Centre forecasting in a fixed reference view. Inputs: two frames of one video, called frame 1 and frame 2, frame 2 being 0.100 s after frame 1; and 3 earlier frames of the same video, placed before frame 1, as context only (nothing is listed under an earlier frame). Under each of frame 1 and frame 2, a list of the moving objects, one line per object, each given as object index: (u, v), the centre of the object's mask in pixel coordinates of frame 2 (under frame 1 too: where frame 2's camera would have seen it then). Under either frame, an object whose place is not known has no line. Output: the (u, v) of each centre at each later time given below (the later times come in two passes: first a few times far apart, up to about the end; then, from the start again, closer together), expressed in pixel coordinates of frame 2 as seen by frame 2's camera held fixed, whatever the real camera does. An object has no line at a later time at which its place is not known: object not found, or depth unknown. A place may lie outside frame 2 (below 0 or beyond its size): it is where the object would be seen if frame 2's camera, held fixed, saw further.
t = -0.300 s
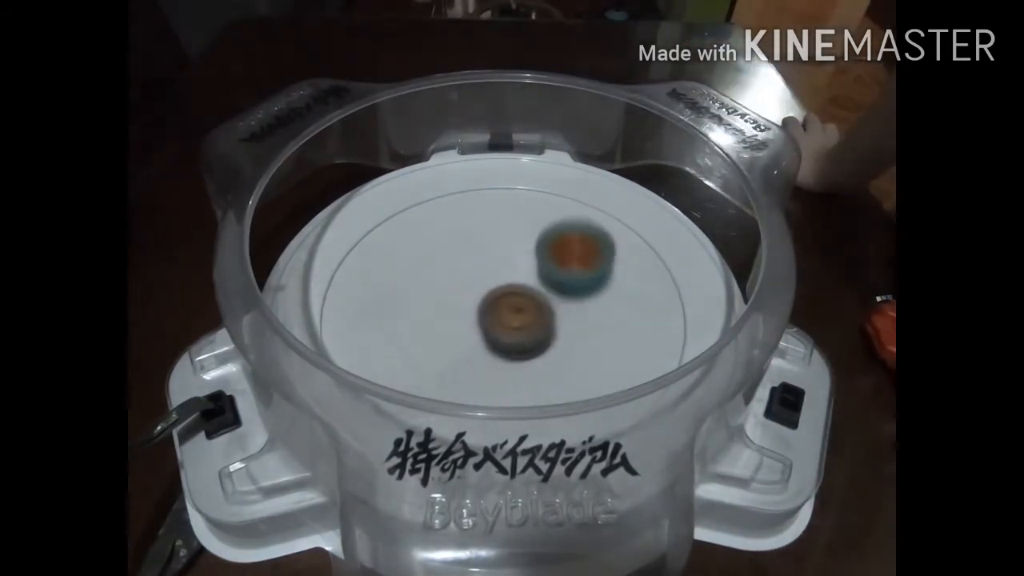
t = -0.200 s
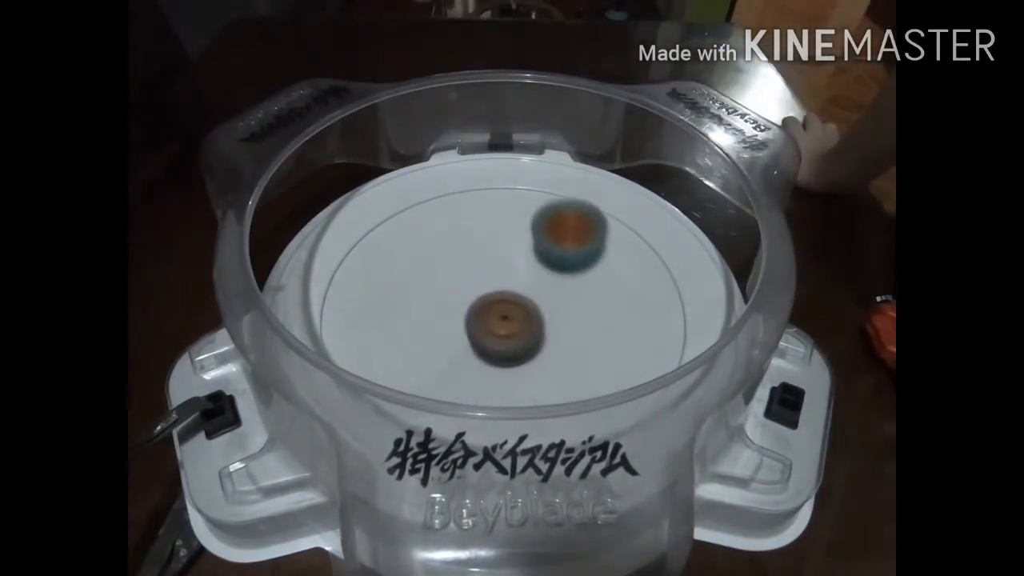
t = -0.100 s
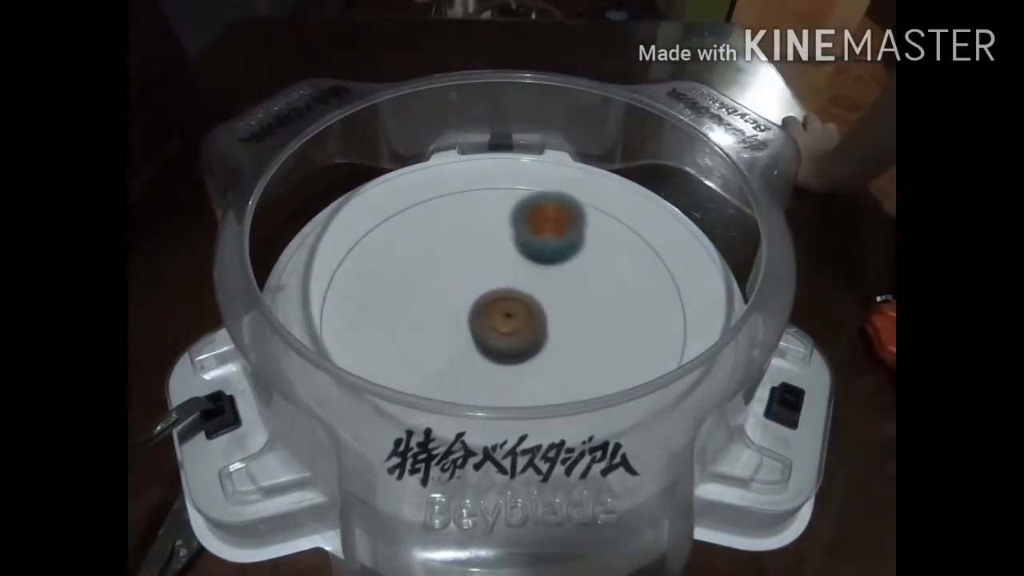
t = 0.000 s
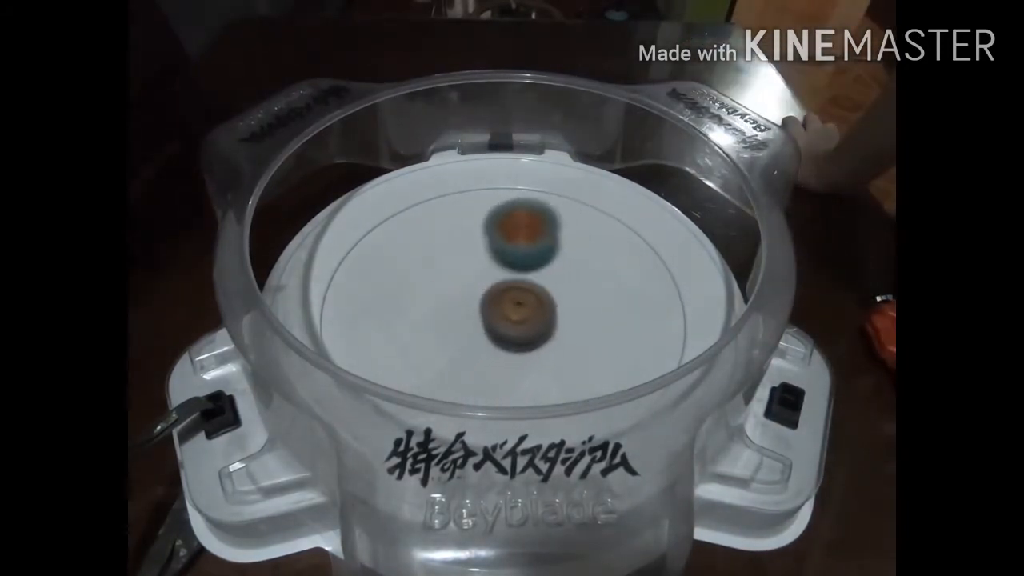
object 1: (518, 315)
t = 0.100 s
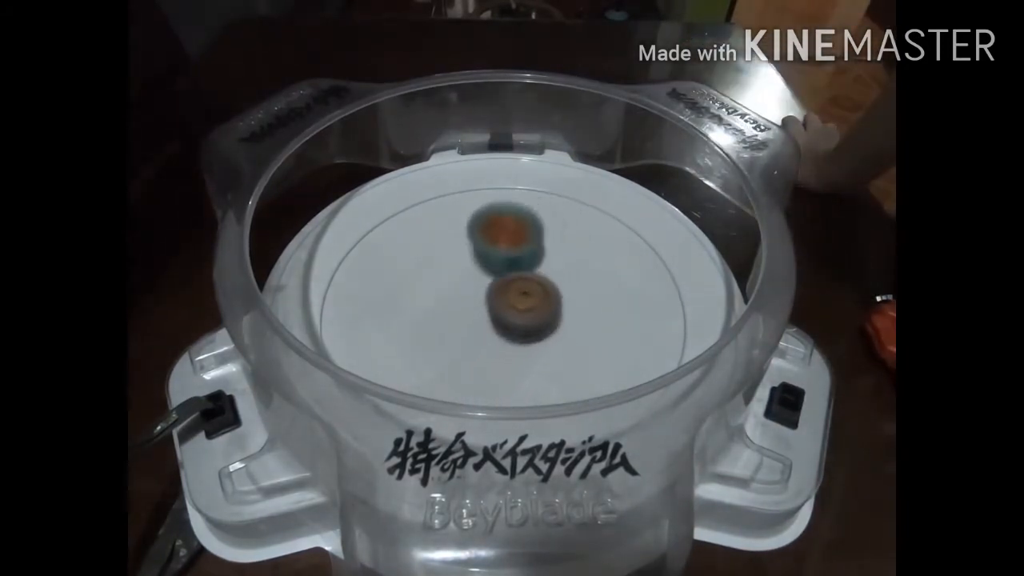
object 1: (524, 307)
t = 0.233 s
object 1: (505, 320)
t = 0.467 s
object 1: (505, 312)
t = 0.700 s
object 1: (497, 315)
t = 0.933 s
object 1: (535, 363)
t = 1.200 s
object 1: (551, 305)
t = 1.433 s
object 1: (585, 329)
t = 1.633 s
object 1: (564, 309)
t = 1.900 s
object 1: (558, 321)
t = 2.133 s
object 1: (538, 345)
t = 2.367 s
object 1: (501, 348)
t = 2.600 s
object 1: (465, 353)
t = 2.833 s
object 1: (457, 330)
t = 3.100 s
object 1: (449, 306)
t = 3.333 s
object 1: (447, 282)
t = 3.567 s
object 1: (451, 271)
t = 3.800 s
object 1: (477, 266)
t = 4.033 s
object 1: (489, 249)
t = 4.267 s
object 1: (503, 265)
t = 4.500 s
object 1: (539, 280)
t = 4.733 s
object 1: (566, 282)
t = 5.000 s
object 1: (564, 298)
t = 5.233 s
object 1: (585, 316)
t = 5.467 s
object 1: (557, 336)
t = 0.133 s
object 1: (518, 314)
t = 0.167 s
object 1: (512, 317)
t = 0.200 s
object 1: (508, 320)
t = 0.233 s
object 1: (505, 320)
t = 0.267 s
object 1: (504, 320)
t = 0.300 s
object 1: (504, 319)
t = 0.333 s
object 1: (504, 316)
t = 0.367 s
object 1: (504, 313)
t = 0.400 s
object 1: (504, 309)
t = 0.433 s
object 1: (504, 308)
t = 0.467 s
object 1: (505, 312)
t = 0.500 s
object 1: (506, 315)
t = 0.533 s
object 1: (506, 317)
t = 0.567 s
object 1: (505, 318)
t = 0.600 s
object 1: (503, 318)
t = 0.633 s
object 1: (501, 317)
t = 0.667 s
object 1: (499, 316)
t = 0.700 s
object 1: (497, 315)
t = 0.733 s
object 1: (498, 328)
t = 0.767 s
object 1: (501, 344)
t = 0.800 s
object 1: (506, 356)
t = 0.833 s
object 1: (513, 363)
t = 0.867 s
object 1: (521, 366)
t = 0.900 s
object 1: (528, 366)
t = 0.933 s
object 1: (535, 363)
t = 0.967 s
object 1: (542, 359)
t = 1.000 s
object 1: (548, 353)
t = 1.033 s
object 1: (553, 346)
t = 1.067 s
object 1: (555, 338)
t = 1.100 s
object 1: (556, 330)
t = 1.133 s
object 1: (555, 322)
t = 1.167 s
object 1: (553, 313)
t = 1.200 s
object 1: (551, 305)
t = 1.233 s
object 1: (560, 310)
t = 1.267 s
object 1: (571, 319)
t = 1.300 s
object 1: (580, 326)
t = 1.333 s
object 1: (585, 330)
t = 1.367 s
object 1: (586, 331)
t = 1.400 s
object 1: (586, 330)
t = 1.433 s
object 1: (585, 329)
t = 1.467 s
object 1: (584, 327)
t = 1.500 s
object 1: (583, 324)
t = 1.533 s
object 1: (580, 321)
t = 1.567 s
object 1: (576, 317)
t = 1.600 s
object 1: (571, 313)
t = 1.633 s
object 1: (564, 309)
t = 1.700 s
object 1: (567, 311)
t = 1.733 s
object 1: (566, 312)
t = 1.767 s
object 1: (563, 312)
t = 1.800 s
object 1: (558, 312)
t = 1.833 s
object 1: (552, 311)
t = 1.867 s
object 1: (552, 314)
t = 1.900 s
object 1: (558, 321)
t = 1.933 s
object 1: (561, 327)
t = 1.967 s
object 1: (561, 332)
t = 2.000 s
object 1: (557, 336)
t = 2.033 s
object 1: (553, 340)
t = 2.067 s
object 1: (548, 342)
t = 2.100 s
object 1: (543, 344)
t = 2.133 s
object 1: (538, 345)
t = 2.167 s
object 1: (533, 345)
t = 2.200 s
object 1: (528, 347)
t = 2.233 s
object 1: (523, 347)
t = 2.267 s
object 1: (518, 348)
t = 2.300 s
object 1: (512, 347)
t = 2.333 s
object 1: (507, 348)
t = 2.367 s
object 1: (501, 348)
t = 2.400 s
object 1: (497, 349)
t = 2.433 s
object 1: (492, 349)
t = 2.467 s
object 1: (486, 350)
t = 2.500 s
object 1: (479, 351)
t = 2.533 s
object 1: (472, 353)
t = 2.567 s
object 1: (467, 353)
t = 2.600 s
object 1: (465, 353)
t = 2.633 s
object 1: (464, 351)
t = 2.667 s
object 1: (464, 349)
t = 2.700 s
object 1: (464, 346)
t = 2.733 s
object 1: (463, 342)
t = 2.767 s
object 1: (461, 338)
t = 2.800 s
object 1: (459, 335)
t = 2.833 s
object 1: (457, 330)
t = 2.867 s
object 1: (454, 327)
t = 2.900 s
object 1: (452, 324)
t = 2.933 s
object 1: (451, 321)
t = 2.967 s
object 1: (451, 318)
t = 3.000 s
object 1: (451, 315)
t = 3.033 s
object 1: (450, 312)
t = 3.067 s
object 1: (450, 309)
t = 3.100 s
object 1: (449, 306)
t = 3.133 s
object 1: (450, 303)
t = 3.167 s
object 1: (450, 299)
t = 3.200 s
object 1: (449, 296)
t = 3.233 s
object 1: (448, 292)
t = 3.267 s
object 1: (448, 289)
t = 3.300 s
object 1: (447, 285)
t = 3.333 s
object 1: (447, 282)
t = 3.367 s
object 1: (446, 279)
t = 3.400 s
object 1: (446, 277)
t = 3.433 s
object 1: (446, 275)
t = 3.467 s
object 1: (447, 274)
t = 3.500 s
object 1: (448, 272)
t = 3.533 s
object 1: (449, 271)
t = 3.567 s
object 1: (451, 271)
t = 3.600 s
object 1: (453, 271)
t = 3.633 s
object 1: (457, 272)
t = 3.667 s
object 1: (461, 272)
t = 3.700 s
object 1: (465, 273)
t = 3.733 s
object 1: (469, 272)
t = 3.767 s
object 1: (473, 269)
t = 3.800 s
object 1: (477, 266)
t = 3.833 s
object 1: (480, 262)
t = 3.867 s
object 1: (482, 259)
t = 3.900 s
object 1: (484, 256)
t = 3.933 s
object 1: (486, 253)
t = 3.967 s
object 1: (487, 251)
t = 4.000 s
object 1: (488, 249)
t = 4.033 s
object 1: (489, 249)
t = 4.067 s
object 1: (490, 250)
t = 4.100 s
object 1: (491, 252)
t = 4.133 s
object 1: (492, 254)
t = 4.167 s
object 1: (494, 257)
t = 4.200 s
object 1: (497, 259)
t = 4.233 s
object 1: (499, 262)
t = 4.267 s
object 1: (503, 265)
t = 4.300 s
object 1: (507, 268)
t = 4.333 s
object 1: (512, 271)
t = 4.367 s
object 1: (517, 273)
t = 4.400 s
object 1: (522, 276)
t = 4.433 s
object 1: (527, 278)
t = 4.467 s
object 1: (533, 279)
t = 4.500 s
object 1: (539, 280)
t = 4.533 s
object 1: (546, 282)
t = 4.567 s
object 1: (552, 282)
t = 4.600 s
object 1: (557, 283)
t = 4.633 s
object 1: (562, 283)
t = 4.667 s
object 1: (565, 282)
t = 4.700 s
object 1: (566, 282)
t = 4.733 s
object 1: (566, 282)
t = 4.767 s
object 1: (565, 282)
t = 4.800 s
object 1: (563, 282)
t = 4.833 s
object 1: (561, 282)
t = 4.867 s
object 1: (559, 283)
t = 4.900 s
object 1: (556, 285)
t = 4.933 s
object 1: (554, 287)
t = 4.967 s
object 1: (557, 292)
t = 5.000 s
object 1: (564, 298)
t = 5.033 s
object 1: (570, 302)
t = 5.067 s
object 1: (574, 305)
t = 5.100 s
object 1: (577, 308)
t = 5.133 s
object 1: (580, 311)
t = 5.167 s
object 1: (582, 313)
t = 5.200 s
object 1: (584, 315)
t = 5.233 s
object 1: (585, 316)
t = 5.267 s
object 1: (584, 316)
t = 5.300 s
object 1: (581, 317)
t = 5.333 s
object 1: (576, 317)
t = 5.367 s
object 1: (570, 318)
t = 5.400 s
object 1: (565, 320)
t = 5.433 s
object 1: (560, 325)
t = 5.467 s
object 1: (557, 336)
